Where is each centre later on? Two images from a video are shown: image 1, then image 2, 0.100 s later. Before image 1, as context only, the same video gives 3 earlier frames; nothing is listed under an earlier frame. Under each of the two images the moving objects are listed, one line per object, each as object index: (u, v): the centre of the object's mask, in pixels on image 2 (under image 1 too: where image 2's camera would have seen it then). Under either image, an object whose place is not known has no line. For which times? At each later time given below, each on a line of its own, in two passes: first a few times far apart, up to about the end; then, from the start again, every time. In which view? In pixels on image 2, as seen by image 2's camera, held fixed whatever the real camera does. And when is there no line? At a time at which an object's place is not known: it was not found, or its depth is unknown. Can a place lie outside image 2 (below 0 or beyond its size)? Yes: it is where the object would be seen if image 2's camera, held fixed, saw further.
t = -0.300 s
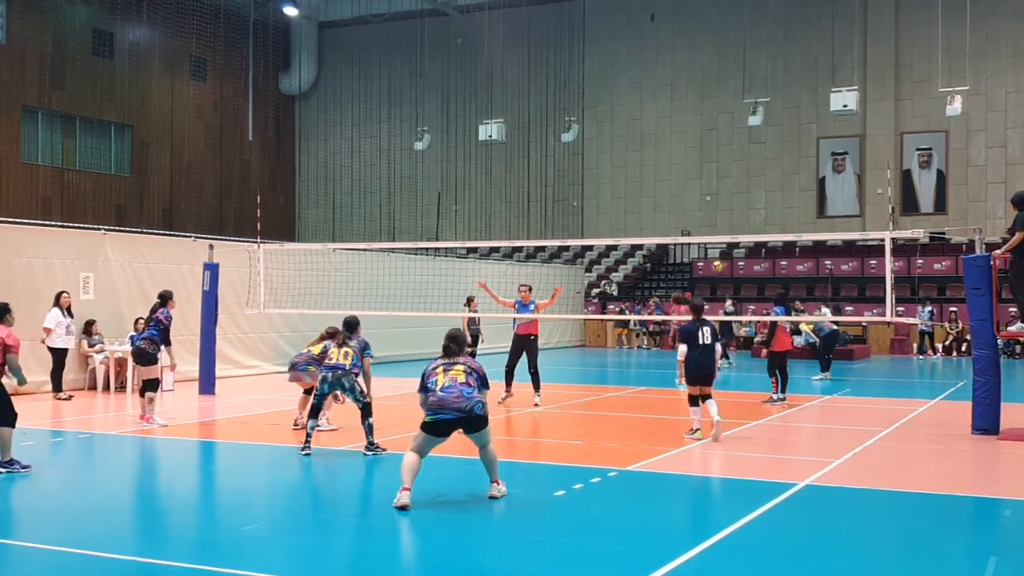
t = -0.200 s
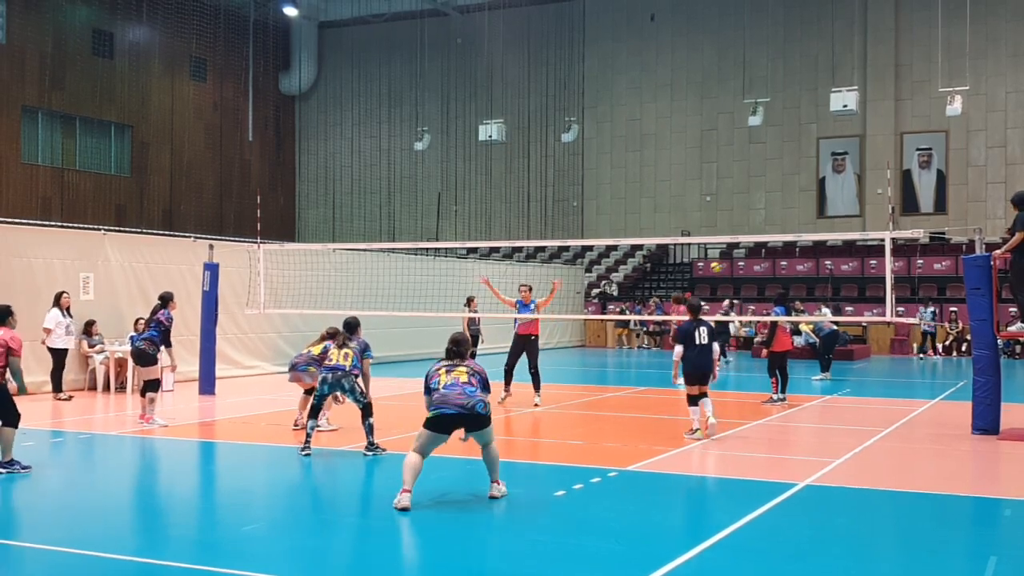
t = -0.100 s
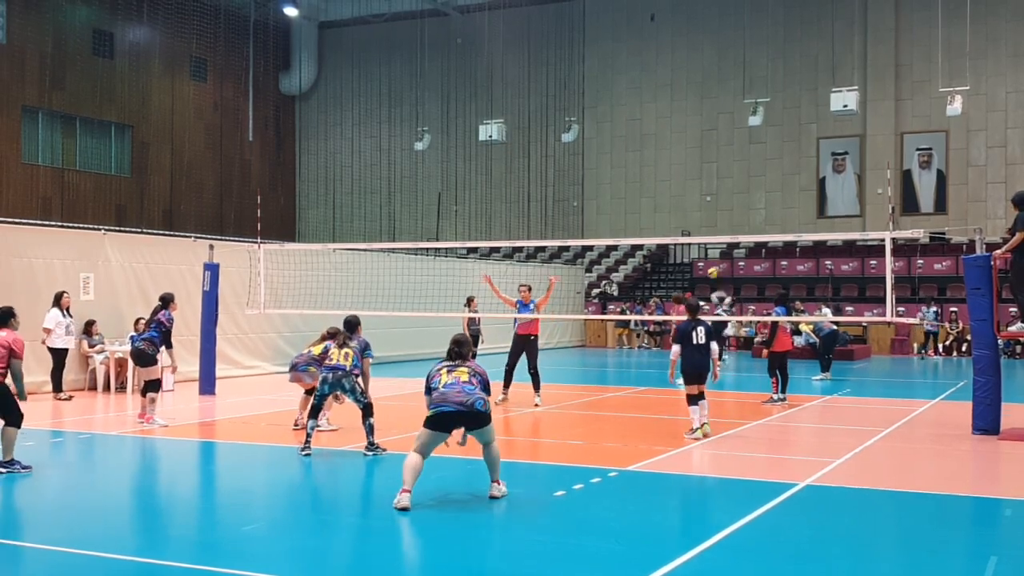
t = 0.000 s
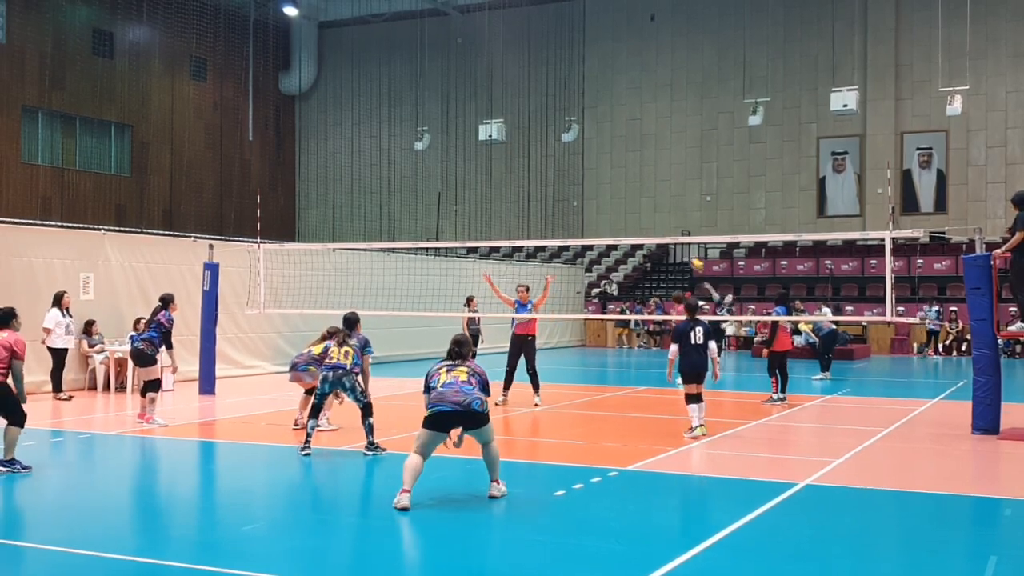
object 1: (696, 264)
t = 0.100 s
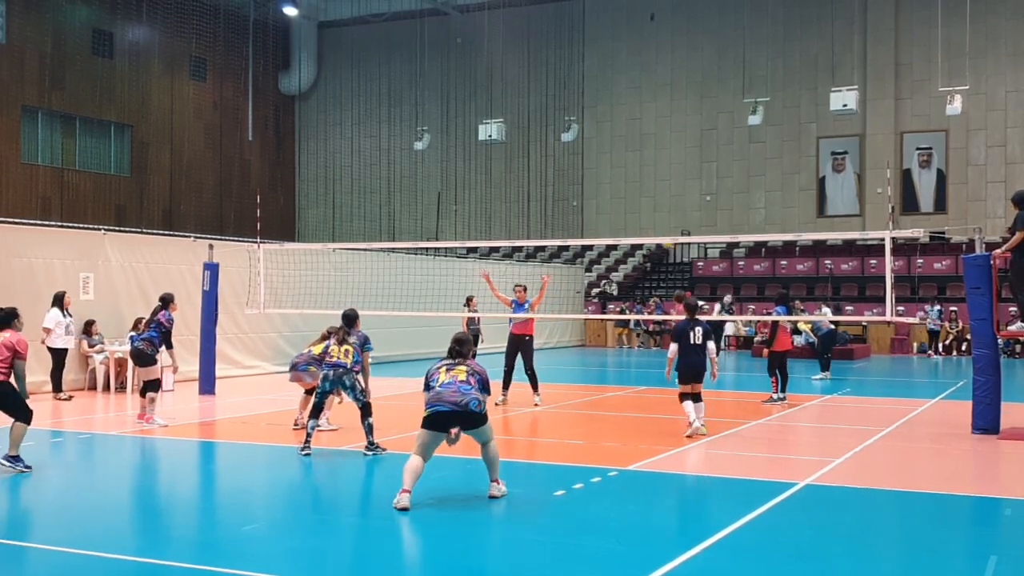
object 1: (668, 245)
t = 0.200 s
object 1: (634, 223)
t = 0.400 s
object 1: (560, 192)
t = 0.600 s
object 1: (468, 182)
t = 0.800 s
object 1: (351, 203)
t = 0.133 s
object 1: (656, 233)
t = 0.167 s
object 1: (645, 229)
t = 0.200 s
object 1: (634, 223)
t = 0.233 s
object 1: (622, 216)
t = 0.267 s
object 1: (611, 211)
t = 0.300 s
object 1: (599, 205)
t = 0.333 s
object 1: (587, 200)
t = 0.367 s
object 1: (573, 196)
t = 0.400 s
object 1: (560, 192)
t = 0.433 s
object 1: (546, 187)
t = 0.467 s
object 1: (532, 185)
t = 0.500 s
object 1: (517, 183)
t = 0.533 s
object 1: (502, 182)
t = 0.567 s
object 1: (485, 182)
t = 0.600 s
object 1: (468, 182)
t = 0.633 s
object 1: (451, 183)
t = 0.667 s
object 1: (432, 185)
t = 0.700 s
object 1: (414, 188)
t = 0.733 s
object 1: (394, 192)
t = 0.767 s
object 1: (372, 197)
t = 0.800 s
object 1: (351, 203)
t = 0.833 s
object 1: (328, 211)
